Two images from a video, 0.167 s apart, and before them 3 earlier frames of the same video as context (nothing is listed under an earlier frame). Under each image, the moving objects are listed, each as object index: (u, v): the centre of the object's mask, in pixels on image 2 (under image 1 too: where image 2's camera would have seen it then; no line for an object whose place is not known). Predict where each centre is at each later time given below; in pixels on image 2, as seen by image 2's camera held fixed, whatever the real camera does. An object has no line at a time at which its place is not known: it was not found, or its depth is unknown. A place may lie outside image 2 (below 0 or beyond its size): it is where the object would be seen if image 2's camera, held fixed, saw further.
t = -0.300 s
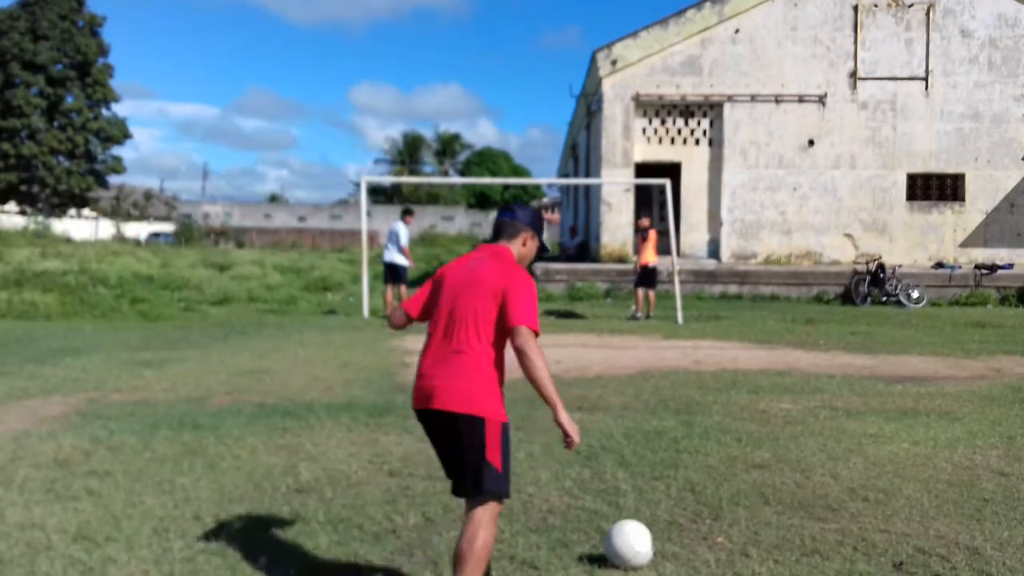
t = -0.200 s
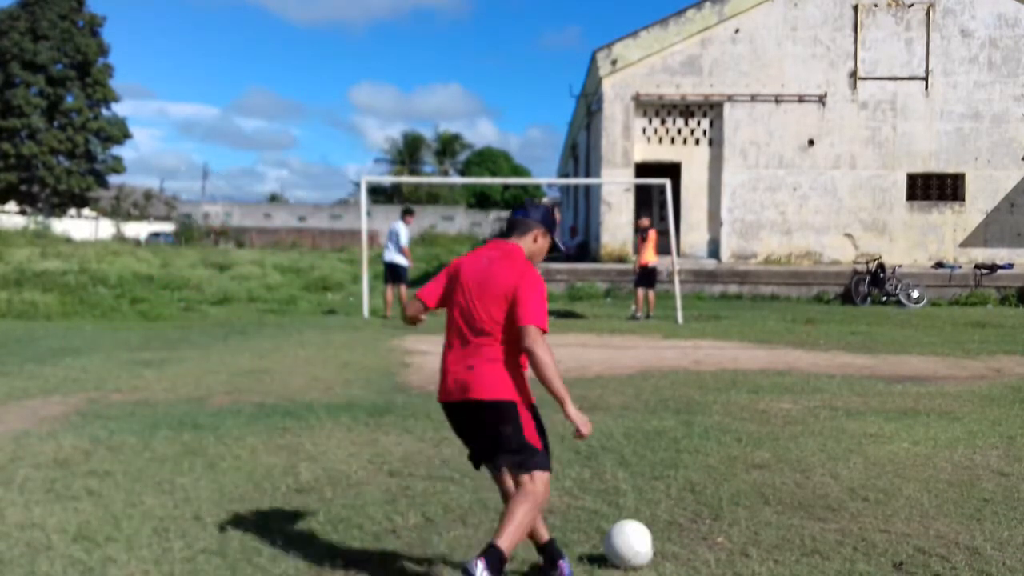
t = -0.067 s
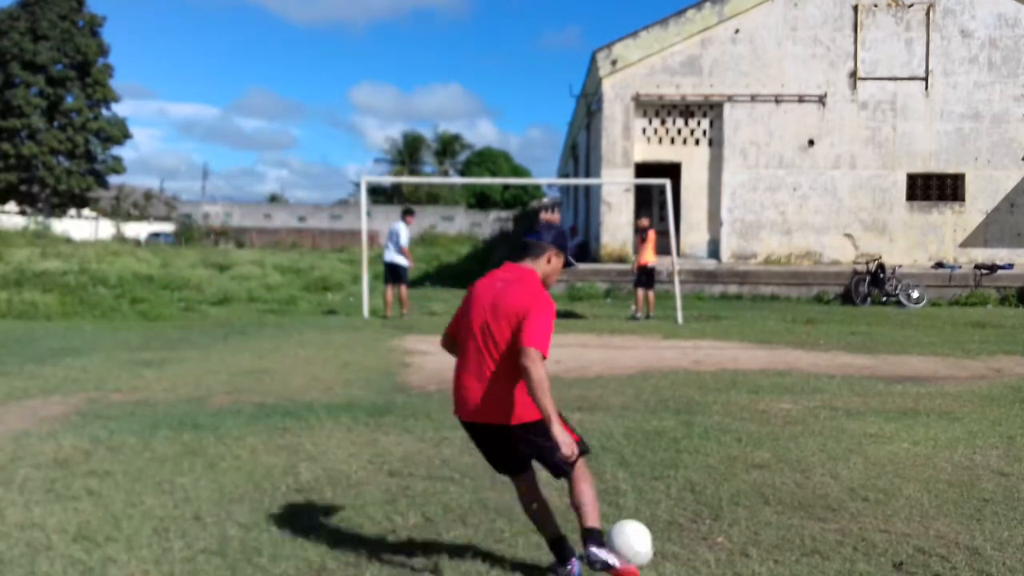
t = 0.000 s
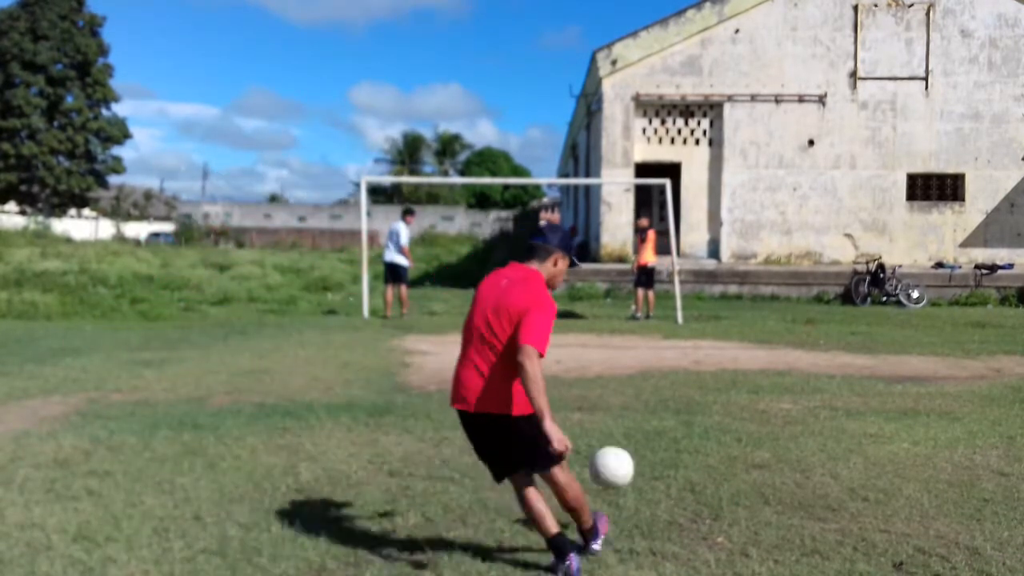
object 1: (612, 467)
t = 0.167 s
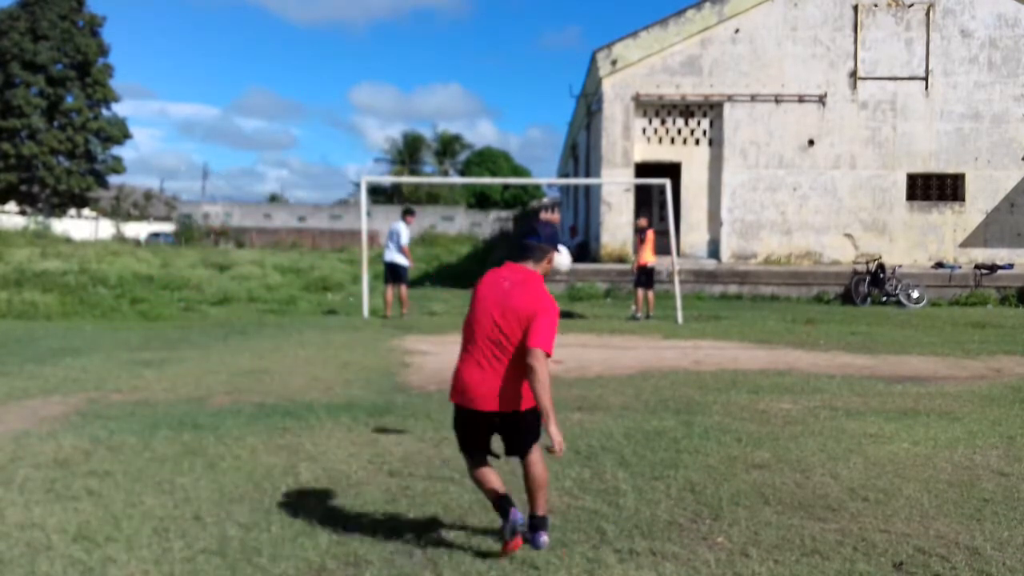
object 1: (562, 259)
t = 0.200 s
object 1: (555, 233)
